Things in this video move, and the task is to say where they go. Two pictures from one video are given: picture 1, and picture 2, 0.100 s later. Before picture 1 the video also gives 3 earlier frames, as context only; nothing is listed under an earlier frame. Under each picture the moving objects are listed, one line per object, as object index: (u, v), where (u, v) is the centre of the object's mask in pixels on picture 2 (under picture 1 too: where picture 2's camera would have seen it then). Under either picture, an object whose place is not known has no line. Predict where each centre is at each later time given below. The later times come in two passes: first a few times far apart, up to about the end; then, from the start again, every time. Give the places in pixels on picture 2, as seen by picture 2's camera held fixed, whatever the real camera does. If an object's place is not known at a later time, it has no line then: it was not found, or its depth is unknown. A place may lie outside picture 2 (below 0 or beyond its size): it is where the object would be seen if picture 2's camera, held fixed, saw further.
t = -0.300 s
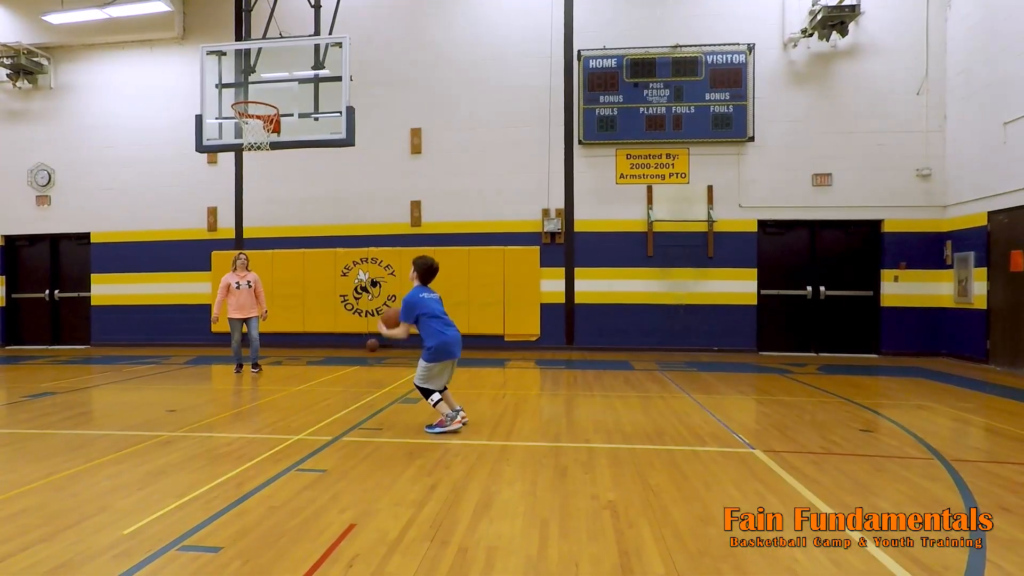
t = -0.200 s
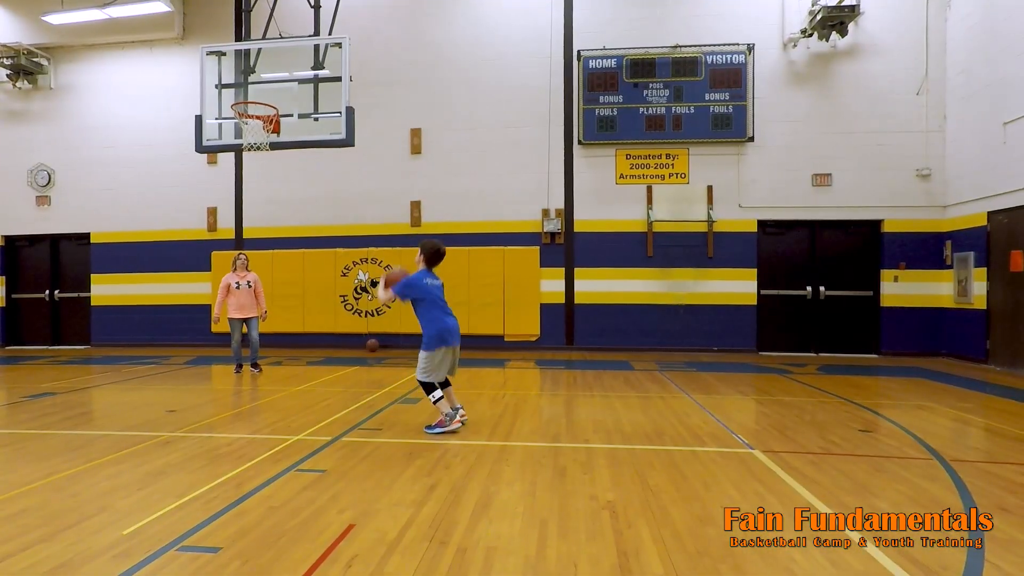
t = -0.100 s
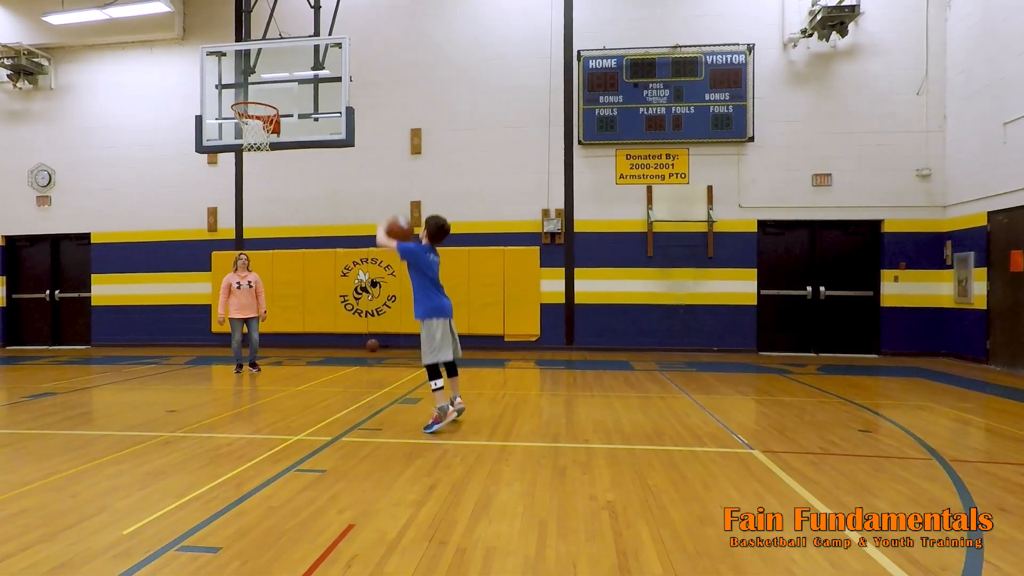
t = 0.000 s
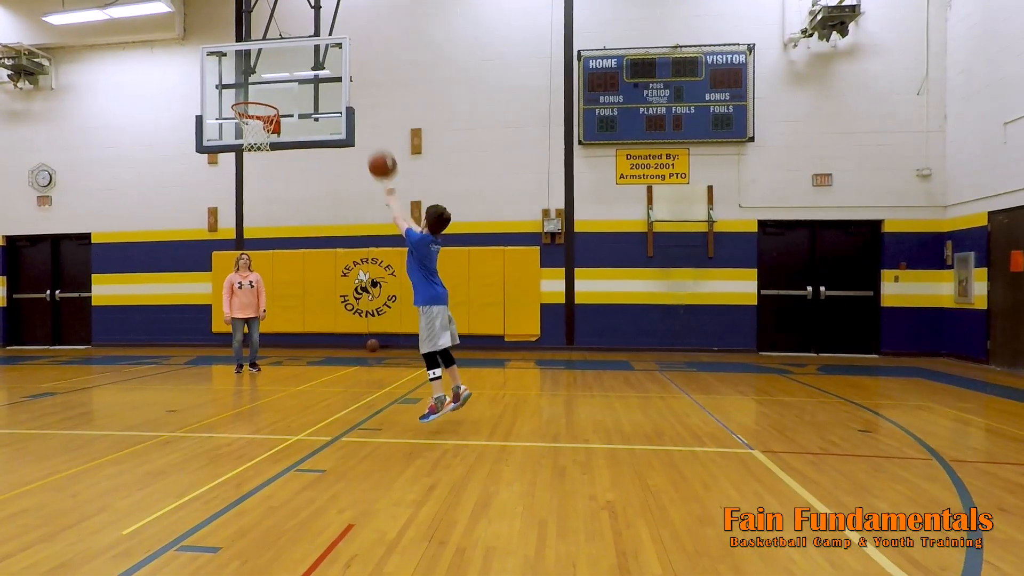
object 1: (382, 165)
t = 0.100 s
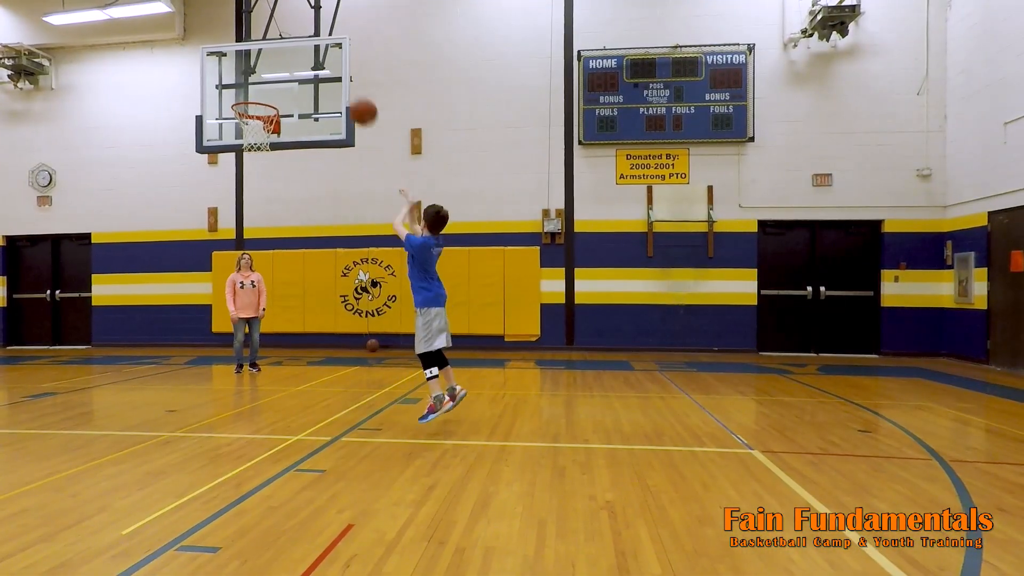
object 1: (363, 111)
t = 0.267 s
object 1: (334, 55)
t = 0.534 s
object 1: (294, 33)
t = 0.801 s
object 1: (260, 78)
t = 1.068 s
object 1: (244, 144)
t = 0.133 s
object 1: (357, 97)
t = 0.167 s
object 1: (351, 84)
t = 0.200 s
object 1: (345, 73)
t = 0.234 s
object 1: (340, 63)
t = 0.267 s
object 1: (334, 55)
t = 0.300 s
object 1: (329, 48)
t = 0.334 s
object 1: (323, 42)
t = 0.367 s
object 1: (318, 38)
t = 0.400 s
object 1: (313, 34)
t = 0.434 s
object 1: (308, 32)
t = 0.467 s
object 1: (303, 31)
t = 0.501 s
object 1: (299, 32)
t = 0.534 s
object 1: (294, 33)
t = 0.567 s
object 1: (290, 36)
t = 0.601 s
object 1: (285, 40)
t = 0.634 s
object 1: (281, 43)
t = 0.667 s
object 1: (276, 48)
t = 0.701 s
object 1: (272, 55)
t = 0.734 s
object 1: (268, 62)
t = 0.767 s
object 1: (264, 70)
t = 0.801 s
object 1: (260, 78)
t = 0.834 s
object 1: (256, 88)
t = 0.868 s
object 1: (253, 98)
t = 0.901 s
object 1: (248, 111)
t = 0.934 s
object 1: (245, 121)
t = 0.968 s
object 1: (243, 130)
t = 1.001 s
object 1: (243, 133)
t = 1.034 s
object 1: (244, 139)
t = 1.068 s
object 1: (244, 144)
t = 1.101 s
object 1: (245, 150)
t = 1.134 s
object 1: (245, 155)
